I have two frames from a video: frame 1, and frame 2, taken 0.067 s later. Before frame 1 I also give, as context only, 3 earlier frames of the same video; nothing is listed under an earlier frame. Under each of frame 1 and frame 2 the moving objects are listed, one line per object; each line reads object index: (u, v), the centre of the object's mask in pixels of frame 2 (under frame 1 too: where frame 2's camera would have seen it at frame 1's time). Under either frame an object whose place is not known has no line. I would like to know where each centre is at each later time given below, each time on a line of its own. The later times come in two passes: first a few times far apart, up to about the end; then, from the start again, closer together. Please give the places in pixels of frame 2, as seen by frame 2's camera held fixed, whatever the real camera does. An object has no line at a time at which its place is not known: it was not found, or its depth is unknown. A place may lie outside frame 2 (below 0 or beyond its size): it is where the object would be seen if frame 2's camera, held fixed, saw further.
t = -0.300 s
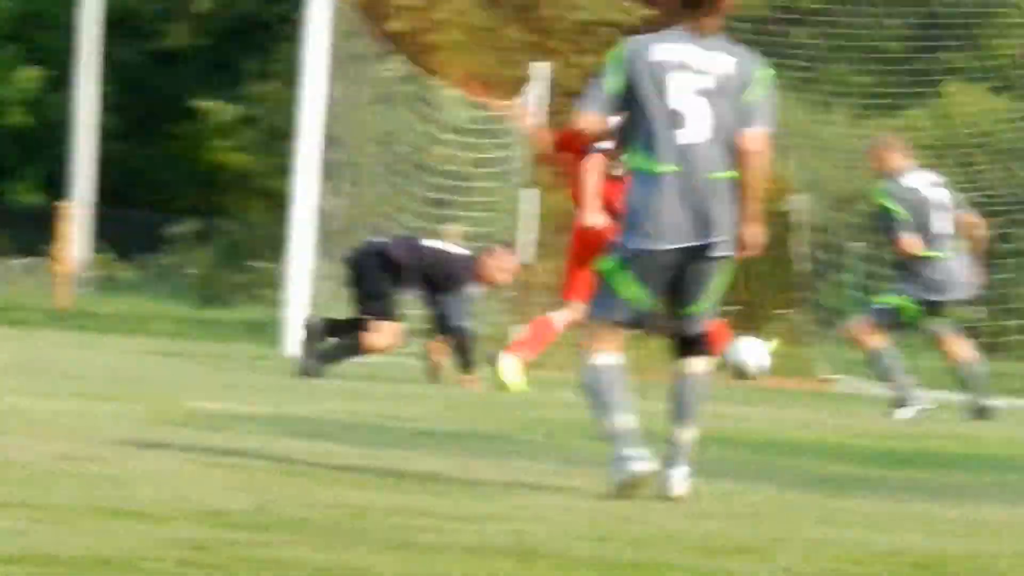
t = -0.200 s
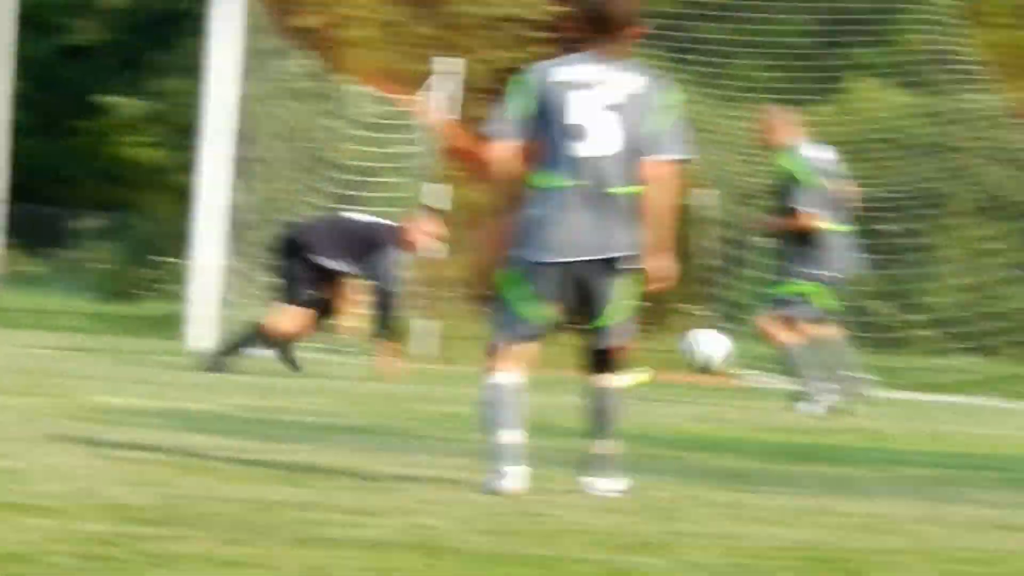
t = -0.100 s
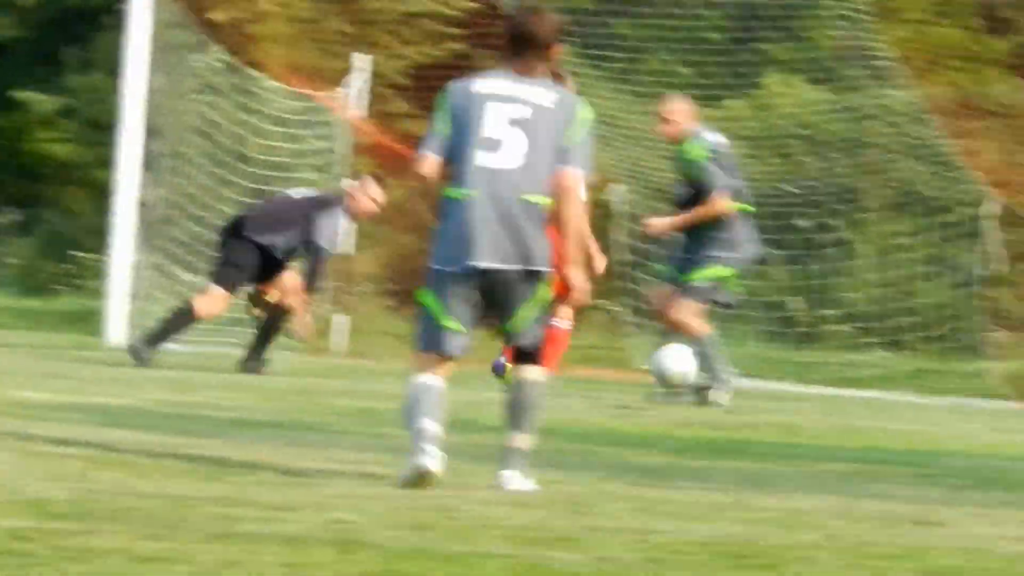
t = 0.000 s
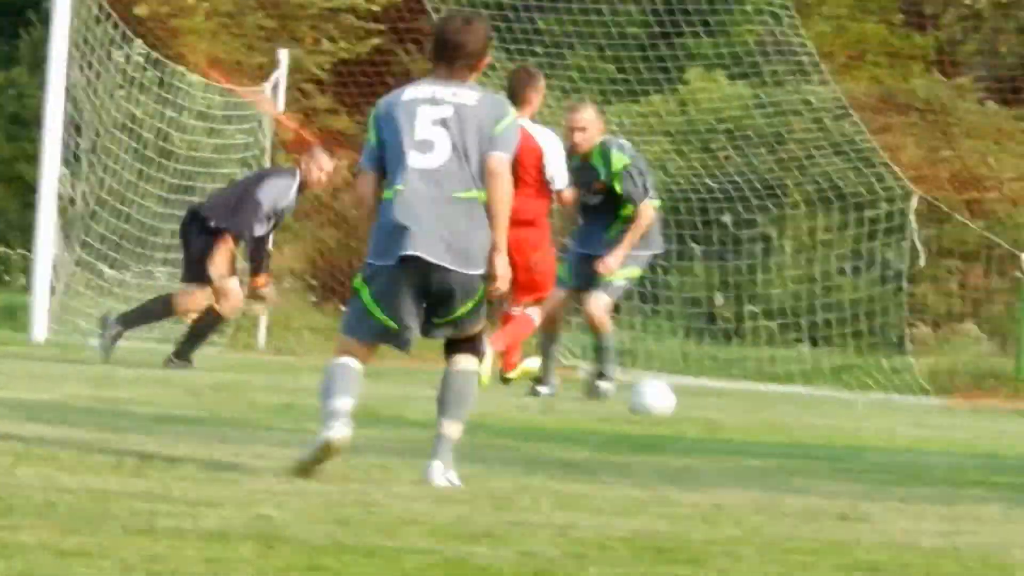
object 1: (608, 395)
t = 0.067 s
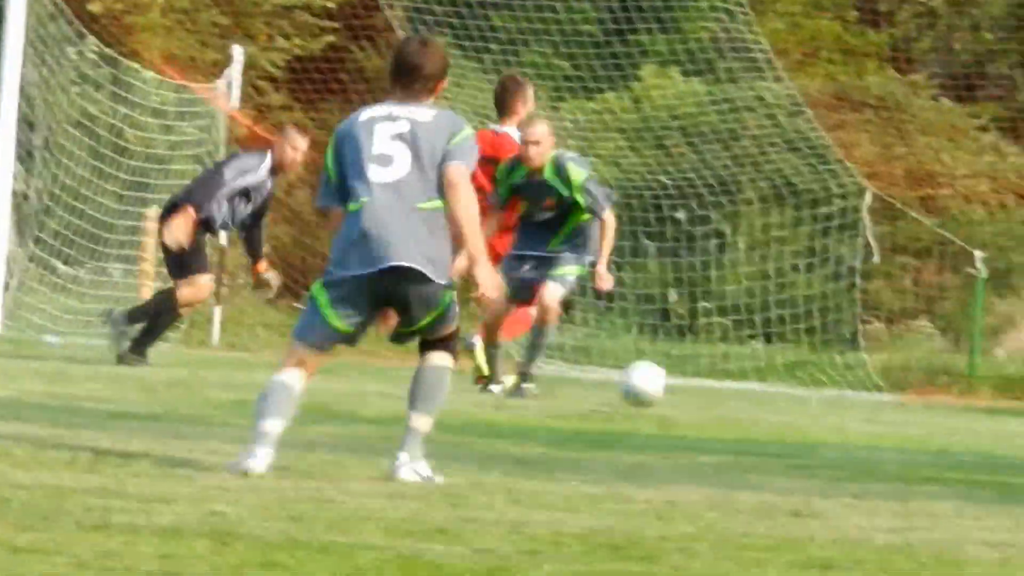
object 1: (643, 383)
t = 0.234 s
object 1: (732, 374)
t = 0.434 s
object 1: (843, 417)
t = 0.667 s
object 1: (979, 430)
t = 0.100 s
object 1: (660, 377)
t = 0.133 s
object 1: (677, 373)
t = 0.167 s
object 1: (697, 371)
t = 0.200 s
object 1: (713, 372)
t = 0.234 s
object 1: (732, 374)
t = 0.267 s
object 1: (751, 380)
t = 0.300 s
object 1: (769, 388)
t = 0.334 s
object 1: (788, 398)
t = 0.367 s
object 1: (805, 411)
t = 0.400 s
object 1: (823, 420)
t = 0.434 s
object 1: (843, 417)
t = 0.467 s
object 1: (862, 412)
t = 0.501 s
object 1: (882, 408)
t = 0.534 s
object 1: (901, 408)
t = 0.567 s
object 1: (922, 410)
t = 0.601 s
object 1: (941, 414)
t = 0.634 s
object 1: (961, 421)
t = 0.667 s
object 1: (979, 430)
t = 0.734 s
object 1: (1019, 432)
